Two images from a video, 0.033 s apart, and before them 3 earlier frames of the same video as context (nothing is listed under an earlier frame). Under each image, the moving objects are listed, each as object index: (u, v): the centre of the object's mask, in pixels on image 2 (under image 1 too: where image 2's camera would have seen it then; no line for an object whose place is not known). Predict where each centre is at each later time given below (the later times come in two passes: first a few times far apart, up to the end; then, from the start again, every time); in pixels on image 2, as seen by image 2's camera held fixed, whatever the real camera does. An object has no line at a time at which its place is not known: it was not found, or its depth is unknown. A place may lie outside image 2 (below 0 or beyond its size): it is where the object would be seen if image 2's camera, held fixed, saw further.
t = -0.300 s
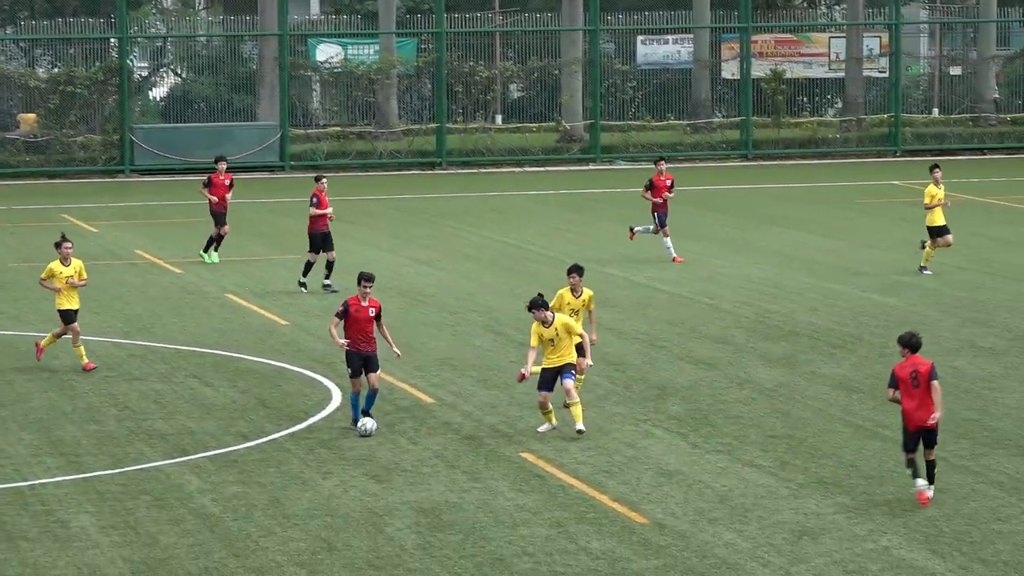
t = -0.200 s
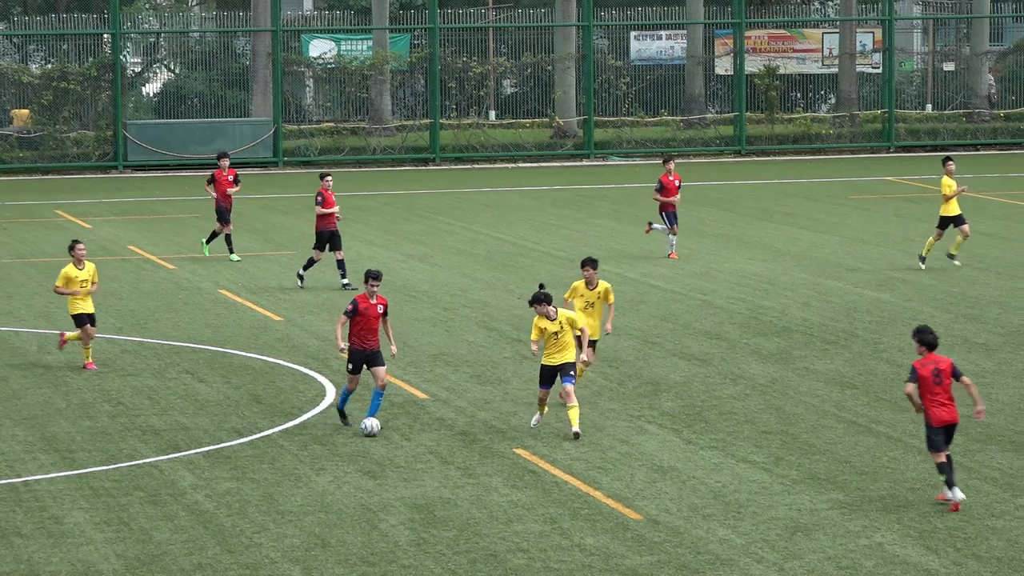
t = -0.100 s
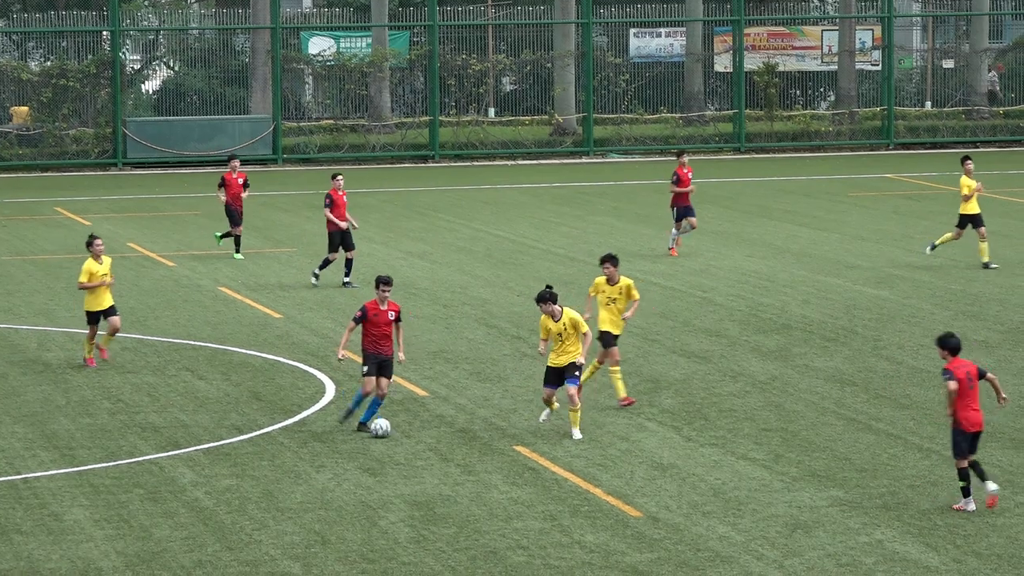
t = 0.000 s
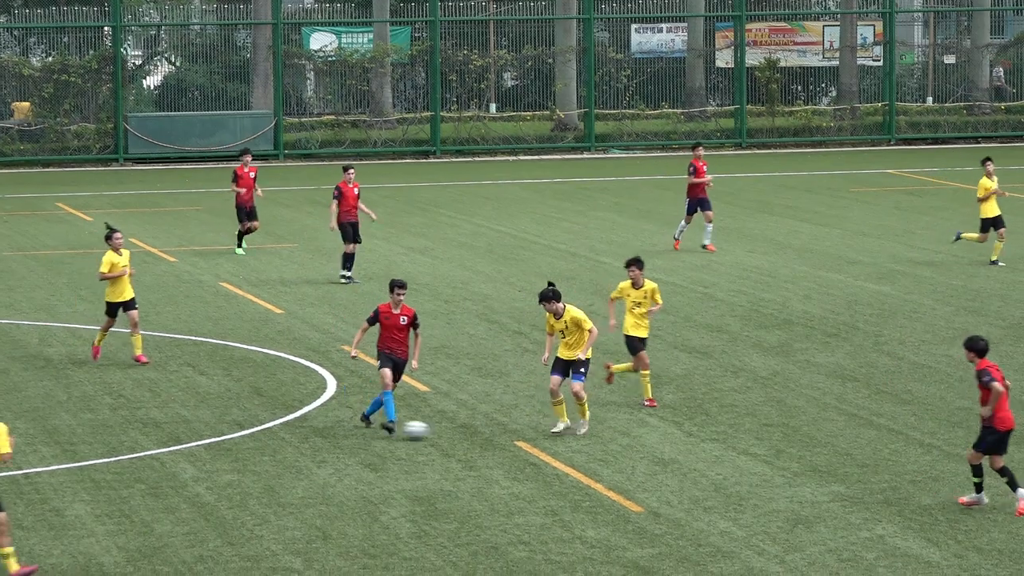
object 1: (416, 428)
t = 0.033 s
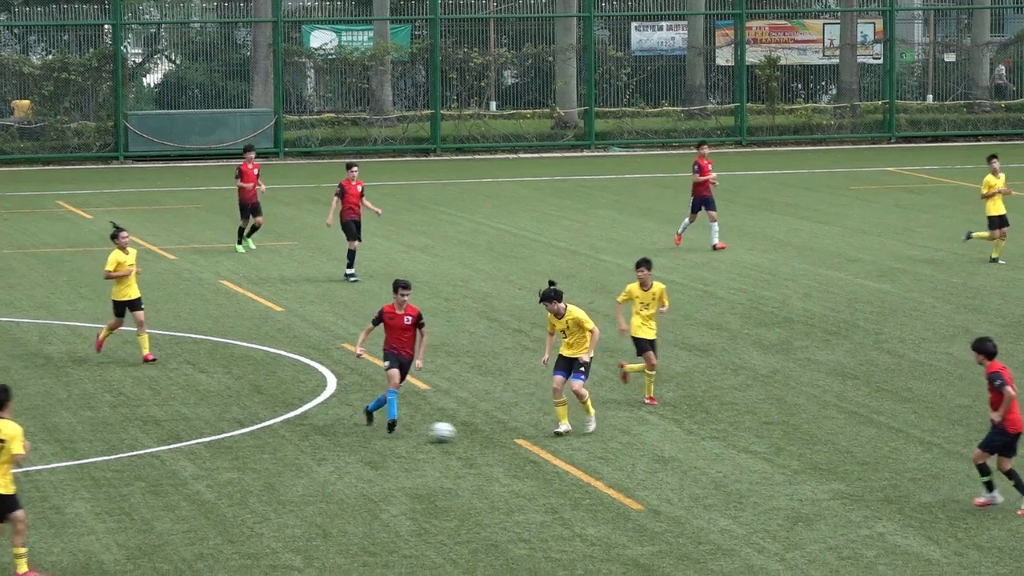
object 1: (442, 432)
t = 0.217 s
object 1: (586, 457)
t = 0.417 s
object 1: (739, 480)
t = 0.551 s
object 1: (833, 498)
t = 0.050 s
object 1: (456, 434)
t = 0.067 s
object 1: (469, 437)
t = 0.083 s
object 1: (483, 439)
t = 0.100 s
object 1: (496, 441)
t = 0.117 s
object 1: (509, 444)
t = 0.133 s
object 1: (521, 446)
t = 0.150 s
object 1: (536, 447)
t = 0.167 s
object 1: (549, 450)
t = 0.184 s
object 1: (561, 451)
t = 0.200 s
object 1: (574, 454)
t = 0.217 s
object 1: (586, 457)
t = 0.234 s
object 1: (600, 459)
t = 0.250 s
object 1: (613, 460)
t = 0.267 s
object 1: (626, 462)
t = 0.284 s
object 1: (638, 463)
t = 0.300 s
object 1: (652, 466)
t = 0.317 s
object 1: (664, 468)
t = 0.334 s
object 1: (677, 470)
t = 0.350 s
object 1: (690, 473)
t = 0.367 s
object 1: (702, 475)
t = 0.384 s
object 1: (715, 478)
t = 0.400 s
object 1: (727, 479)
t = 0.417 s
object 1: (739, 480)
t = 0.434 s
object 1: (752, 482)
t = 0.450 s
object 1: (764, 484)
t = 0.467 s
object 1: (776, 486)
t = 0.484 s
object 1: (787, 489)
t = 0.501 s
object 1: (799, 491)
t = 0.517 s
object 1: (811, 494)
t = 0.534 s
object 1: (822, 496)
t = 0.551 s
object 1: (833, 498)
